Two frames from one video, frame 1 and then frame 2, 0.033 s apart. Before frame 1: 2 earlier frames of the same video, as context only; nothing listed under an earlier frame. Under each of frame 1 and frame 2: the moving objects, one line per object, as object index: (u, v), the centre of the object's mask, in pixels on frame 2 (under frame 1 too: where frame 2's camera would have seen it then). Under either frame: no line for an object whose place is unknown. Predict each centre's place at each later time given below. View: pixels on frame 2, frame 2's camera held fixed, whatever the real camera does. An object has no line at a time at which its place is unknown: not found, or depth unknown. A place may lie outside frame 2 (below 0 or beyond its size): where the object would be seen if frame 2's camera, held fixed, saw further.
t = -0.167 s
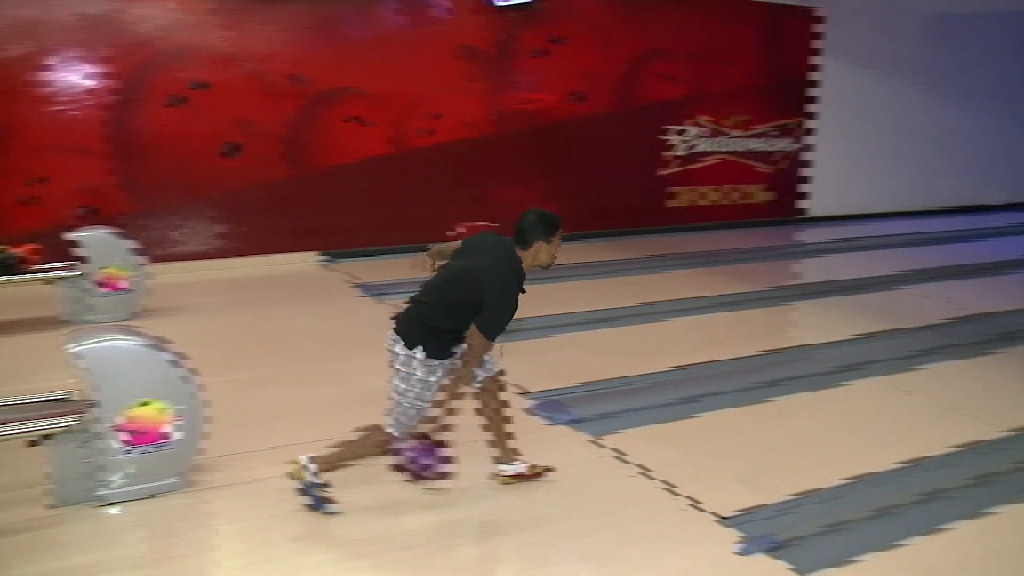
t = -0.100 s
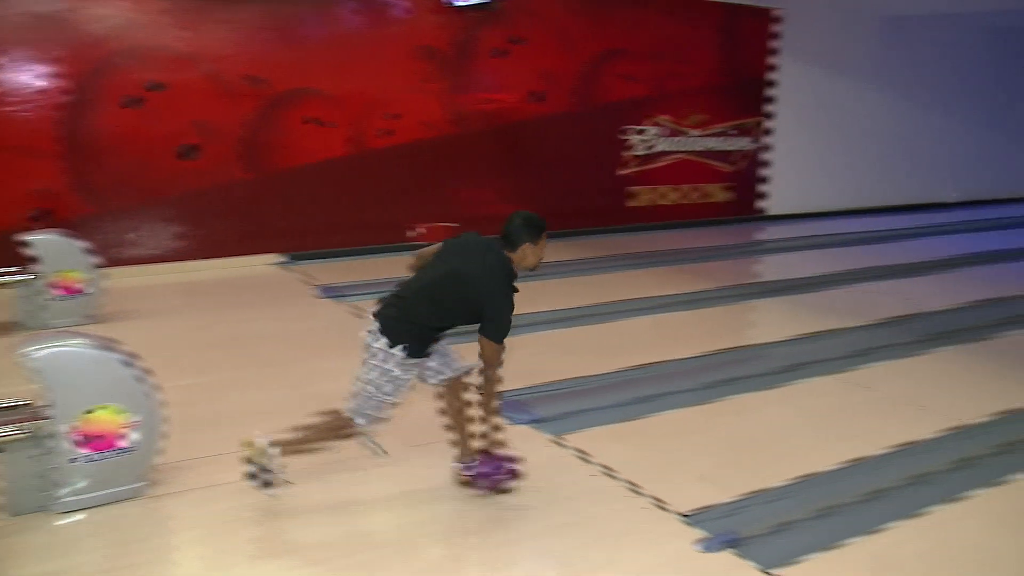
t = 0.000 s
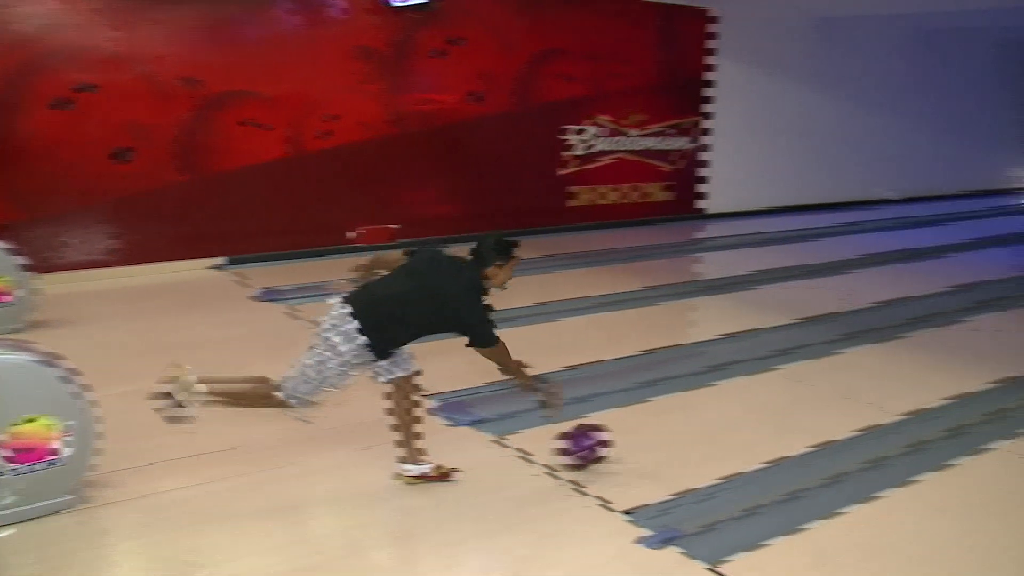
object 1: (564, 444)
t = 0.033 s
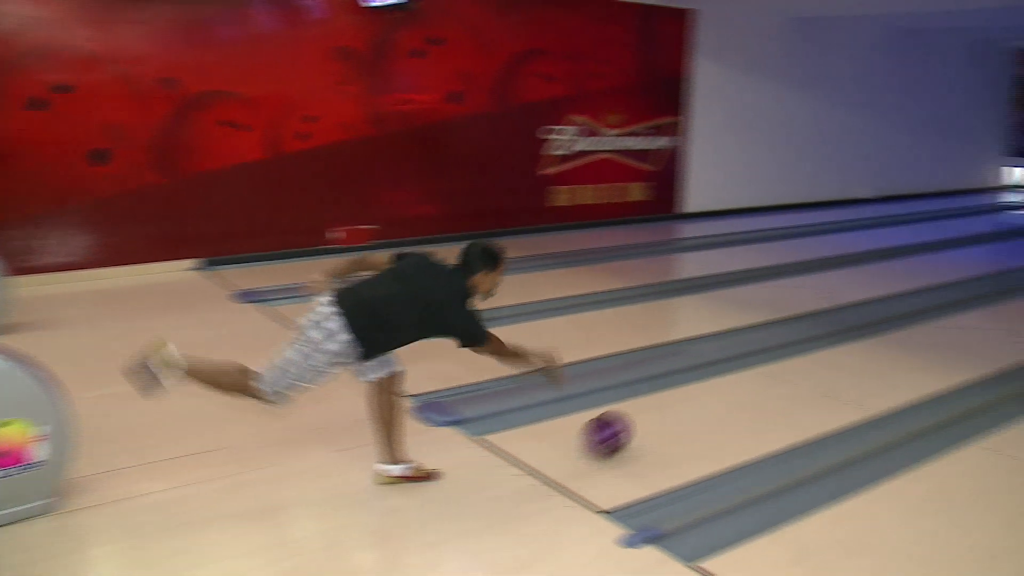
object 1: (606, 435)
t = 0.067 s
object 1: (646, 424)
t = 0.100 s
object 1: (685, 414)
